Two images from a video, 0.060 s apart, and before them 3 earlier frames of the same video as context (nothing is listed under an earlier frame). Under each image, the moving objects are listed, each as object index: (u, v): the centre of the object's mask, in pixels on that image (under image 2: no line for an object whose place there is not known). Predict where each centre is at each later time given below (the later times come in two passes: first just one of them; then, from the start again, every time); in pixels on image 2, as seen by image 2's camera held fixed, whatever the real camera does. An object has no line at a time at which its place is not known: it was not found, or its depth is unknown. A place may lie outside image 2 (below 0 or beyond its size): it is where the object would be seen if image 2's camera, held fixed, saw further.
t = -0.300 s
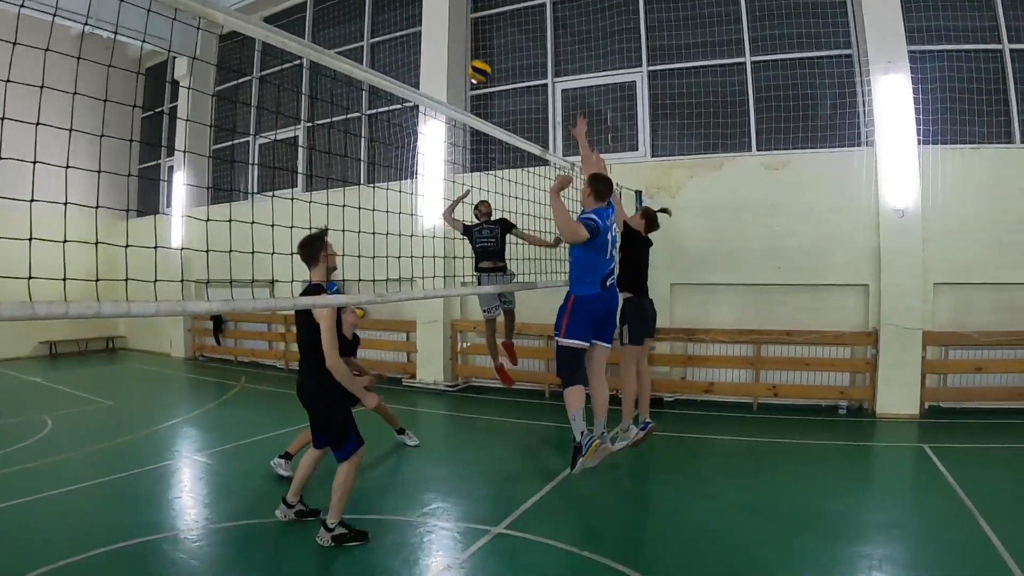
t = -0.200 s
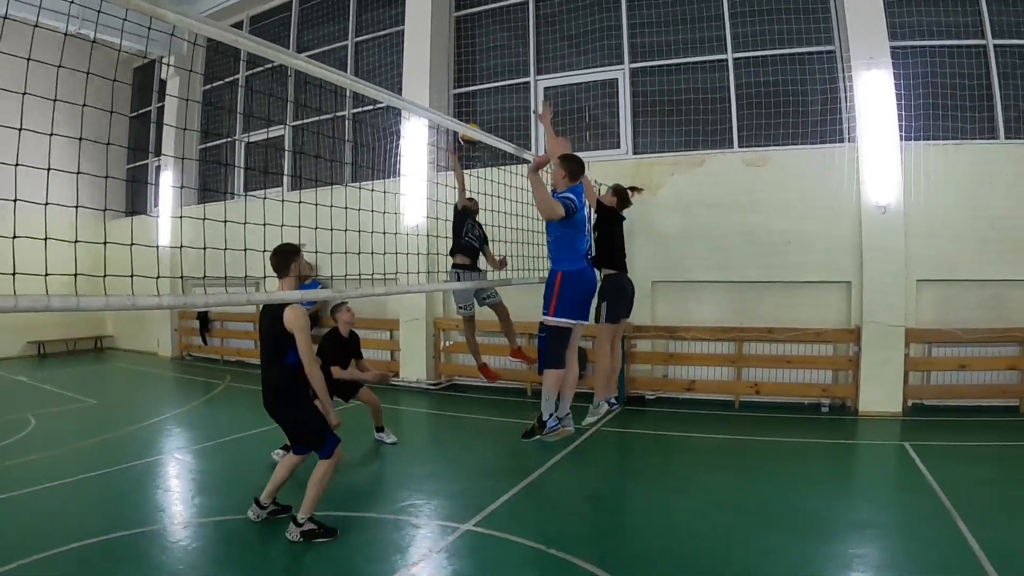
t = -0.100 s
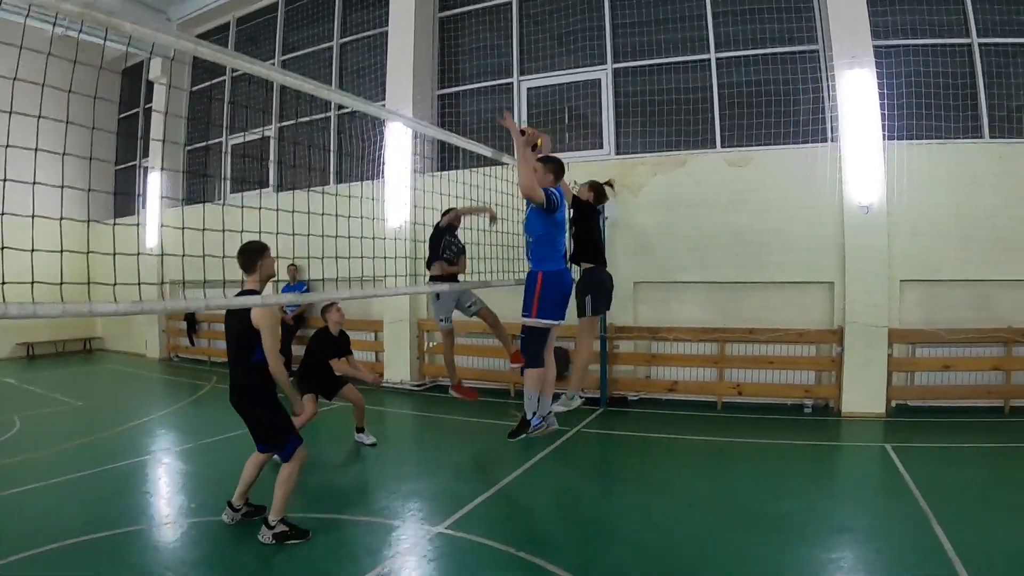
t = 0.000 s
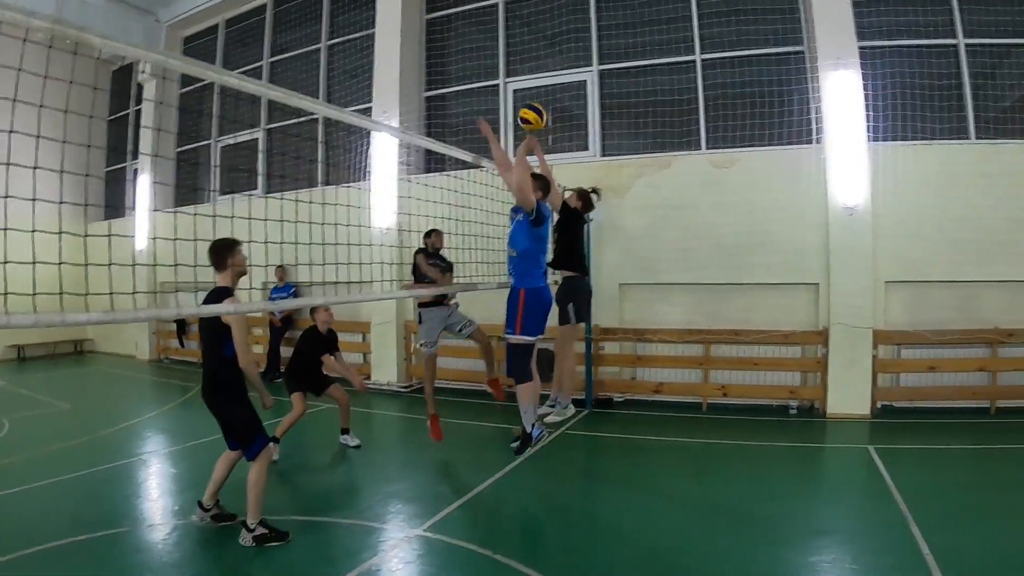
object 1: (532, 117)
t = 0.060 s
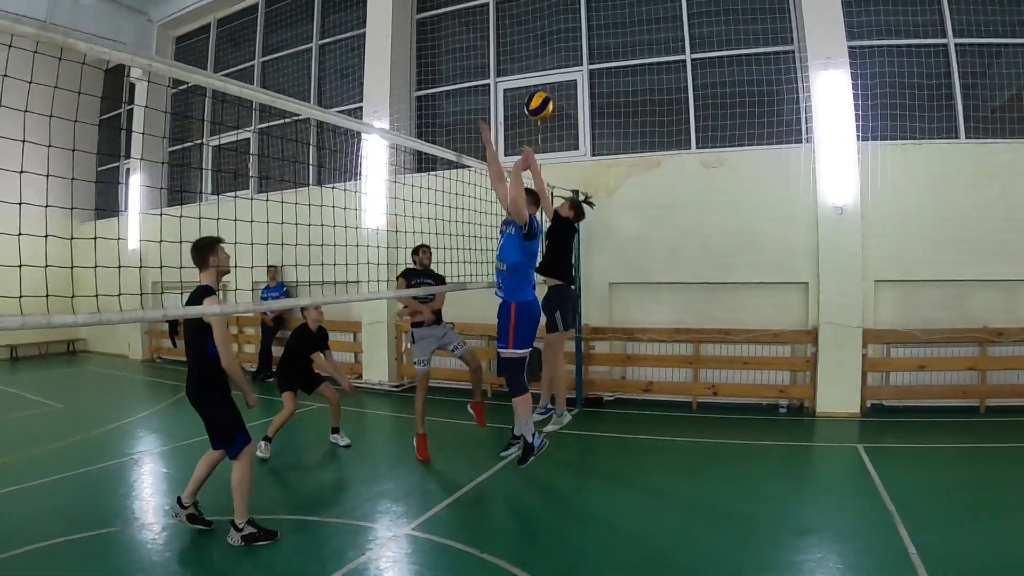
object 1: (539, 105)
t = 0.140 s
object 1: (565, 97)
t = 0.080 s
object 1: (545, 103)
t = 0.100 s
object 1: (551, 100)
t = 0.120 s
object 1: (558, 99)
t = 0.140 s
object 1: (565, 97)
